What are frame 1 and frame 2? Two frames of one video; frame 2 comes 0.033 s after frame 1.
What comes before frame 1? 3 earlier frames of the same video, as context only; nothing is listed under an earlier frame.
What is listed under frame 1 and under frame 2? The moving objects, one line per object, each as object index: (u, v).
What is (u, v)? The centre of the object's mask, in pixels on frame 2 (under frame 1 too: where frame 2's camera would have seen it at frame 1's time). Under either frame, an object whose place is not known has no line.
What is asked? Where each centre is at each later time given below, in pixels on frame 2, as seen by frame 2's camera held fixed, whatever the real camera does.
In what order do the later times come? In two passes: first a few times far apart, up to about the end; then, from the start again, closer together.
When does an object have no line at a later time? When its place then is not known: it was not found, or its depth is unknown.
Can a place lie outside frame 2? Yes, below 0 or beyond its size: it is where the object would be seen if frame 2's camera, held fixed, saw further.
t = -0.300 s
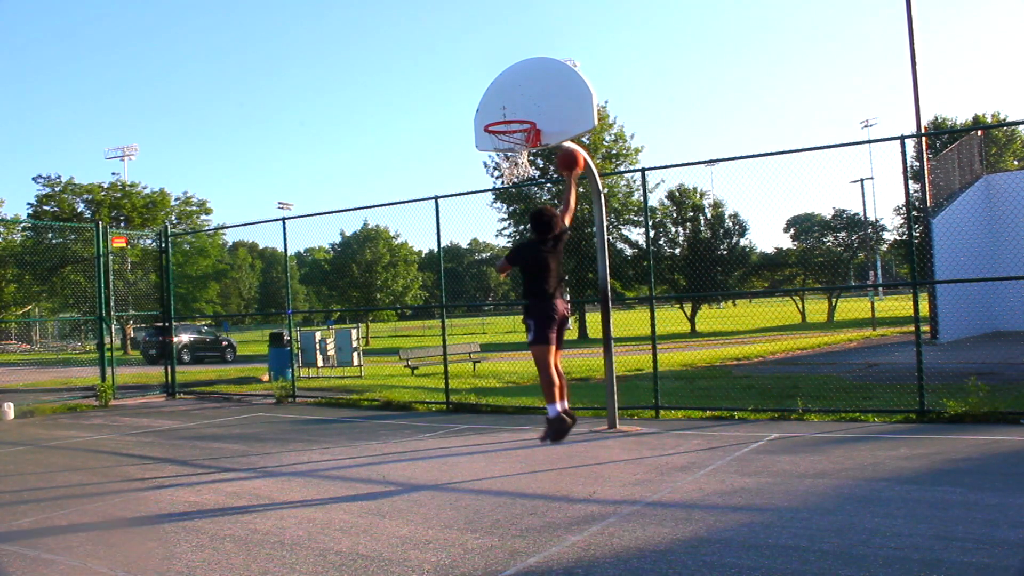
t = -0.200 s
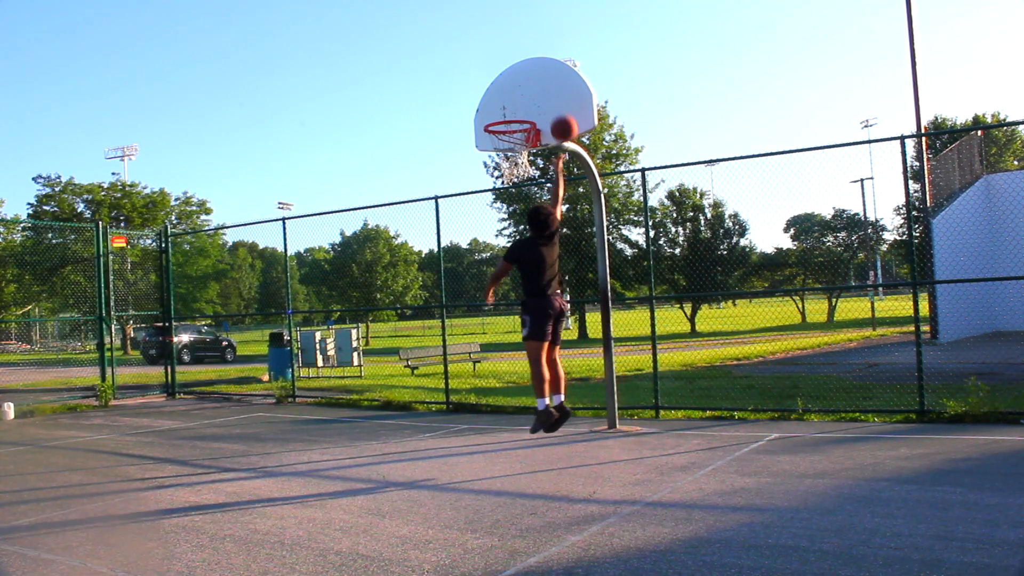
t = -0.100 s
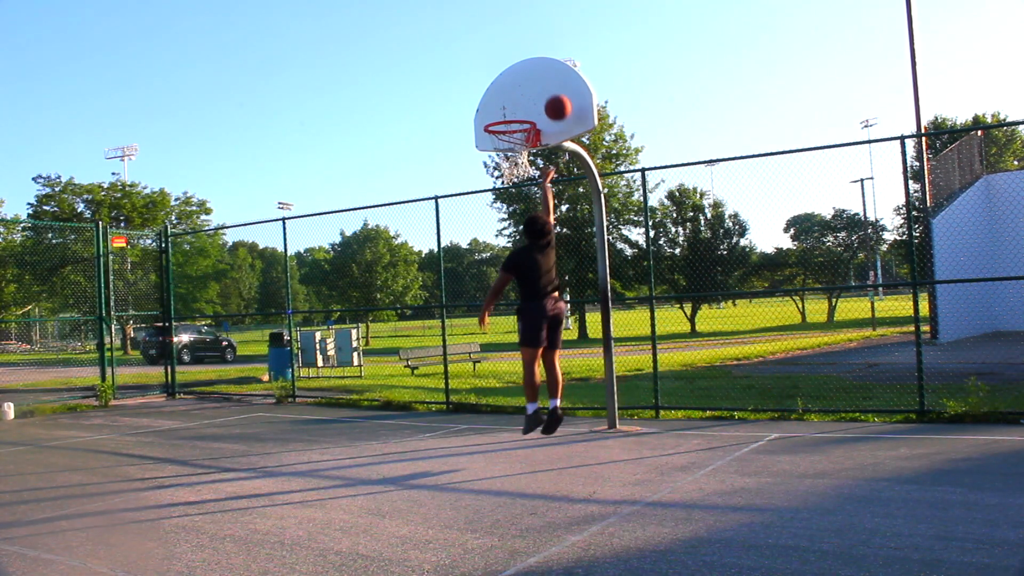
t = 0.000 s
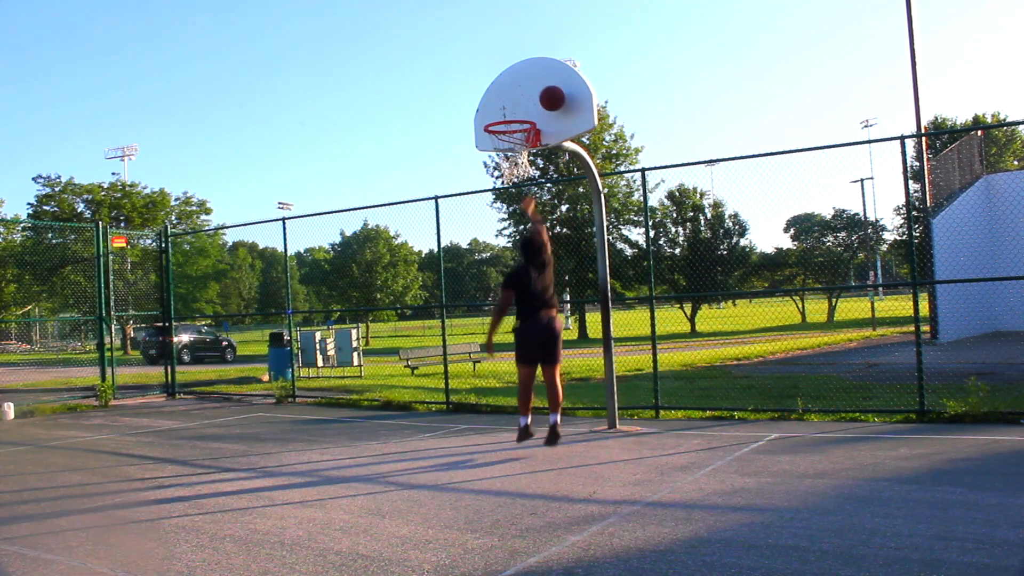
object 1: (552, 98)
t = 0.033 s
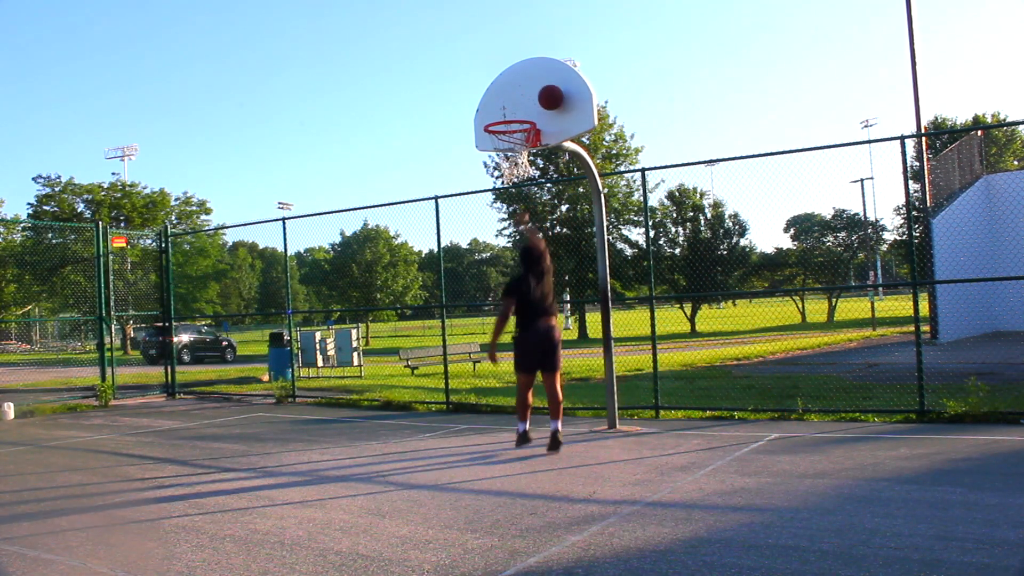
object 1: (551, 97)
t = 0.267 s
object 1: (527, 97)
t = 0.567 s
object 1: (495, 160)
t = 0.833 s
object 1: (453, 197)
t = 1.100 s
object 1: (415, 310)
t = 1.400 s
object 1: (375, 401)
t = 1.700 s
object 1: (330, 307)
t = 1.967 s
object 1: (295, 304)
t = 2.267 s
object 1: (261, 390)
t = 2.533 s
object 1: (230, 406)
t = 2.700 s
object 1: (209, 370)
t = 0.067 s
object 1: (549, 96)
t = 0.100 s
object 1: (545, 94)
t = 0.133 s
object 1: (541, 92)
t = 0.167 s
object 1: (537, 92)
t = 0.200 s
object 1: (534, 92)
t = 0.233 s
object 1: (530, 94)
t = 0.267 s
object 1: (527, 97)
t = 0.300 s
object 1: (523, 101)
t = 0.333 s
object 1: (520, 107)
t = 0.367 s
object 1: (516, 111)
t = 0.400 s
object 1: (513, 121)
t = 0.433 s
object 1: (510, 131)
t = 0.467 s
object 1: (507, 141)
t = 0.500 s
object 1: (503, 151)
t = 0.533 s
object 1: (500, 160)
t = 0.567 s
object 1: (495, 160)
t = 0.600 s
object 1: (490, 161)
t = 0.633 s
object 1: (484, 163)
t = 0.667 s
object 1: (478, 165)
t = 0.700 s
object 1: (474, 169)
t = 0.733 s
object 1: (468, 174)
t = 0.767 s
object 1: (463, 181)
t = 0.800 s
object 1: (458, 188)
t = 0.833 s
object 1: (453, 197)
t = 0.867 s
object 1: (448, 207)
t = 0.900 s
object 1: (443, 219)
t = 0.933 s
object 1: (438, 231)
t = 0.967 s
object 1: (434, 246)
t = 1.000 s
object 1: (429, 261)
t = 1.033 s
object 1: (425, 275)
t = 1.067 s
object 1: (421, 292)
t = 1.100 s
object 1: (415, 310)
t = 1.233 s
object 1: (398, 399)
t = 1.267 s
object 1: (395, 422)
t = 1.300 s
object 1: (391, 444)
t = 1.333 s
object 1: (385, 433)
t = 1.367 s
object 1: (380, 415)
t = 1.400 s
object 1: (375, 401)
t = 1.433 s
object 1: (370, 386)
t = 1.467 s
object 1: (364, 372)
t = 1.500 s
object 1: (359, 358)
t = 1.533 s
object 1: (354, 347)
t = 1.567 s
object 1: (349, 336)
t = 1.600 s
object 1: (345, 327)
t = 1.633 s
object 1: (340, 319)
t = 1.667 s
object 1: (335, 313)
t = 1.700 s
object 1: (330, 307)
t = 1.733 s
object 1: (326, 303)
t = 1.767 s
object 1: (321, 299)
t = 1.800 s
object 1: (316, 297)
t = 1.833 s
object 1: (312, 296)
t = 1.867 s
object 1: (308, 296)
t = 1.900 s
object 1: (303, 298)
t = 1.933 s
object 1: (299, 300)
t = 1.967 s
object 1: (295, 304)
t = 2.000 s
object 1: (290, 309)
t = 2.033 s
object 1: (286, 315)
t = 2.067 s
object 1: (282, 322)
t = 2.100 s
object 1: (278, 332)
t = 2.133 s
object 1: (275, 340)
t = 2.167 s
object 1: (271, 351)
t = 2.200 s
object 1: (268, 362)
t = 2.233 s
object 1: (265, 376)
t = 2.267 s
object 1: (261, 390)
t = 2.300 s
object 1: (256, 407)
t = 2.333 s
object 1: (253, 426)
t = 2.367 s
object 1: (251, 441)
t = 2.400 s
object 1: (247, 451)
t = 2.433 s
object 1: (243, 438)
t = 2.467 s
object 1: (239, 427)
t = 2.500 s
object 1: (234, 415)
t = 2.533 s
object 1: (230, 406)
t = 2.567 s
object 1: (226, 396)
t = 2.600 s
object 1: (221, 387)
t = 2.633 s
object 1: (217, 381)
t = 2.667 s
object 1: (213, 375)
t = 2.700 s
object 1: (209, 370)
